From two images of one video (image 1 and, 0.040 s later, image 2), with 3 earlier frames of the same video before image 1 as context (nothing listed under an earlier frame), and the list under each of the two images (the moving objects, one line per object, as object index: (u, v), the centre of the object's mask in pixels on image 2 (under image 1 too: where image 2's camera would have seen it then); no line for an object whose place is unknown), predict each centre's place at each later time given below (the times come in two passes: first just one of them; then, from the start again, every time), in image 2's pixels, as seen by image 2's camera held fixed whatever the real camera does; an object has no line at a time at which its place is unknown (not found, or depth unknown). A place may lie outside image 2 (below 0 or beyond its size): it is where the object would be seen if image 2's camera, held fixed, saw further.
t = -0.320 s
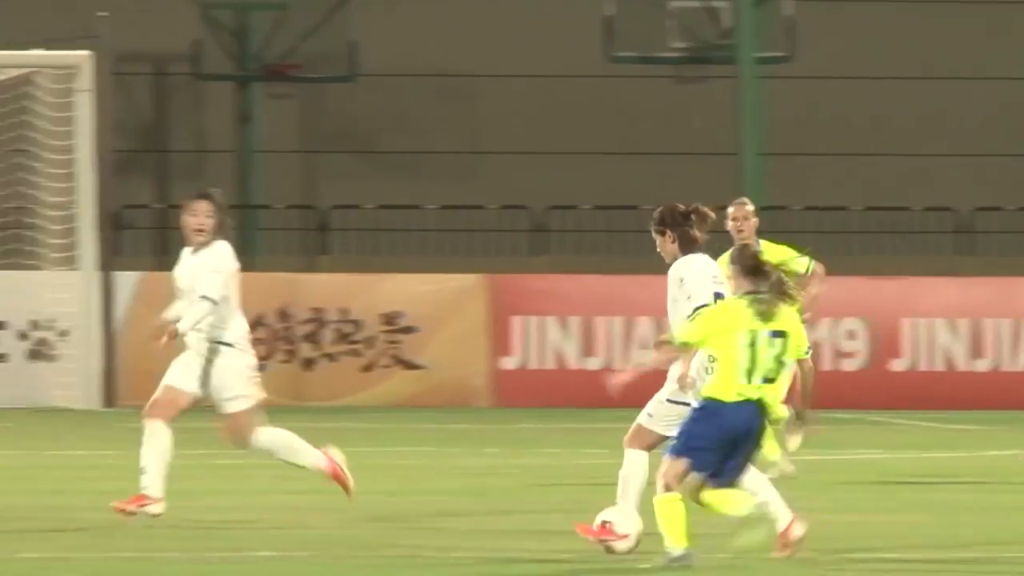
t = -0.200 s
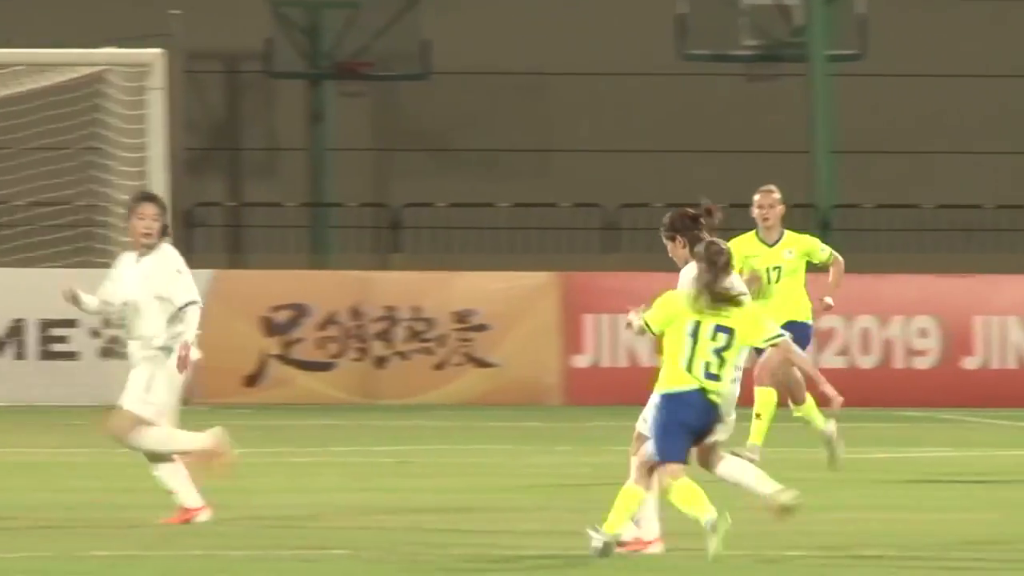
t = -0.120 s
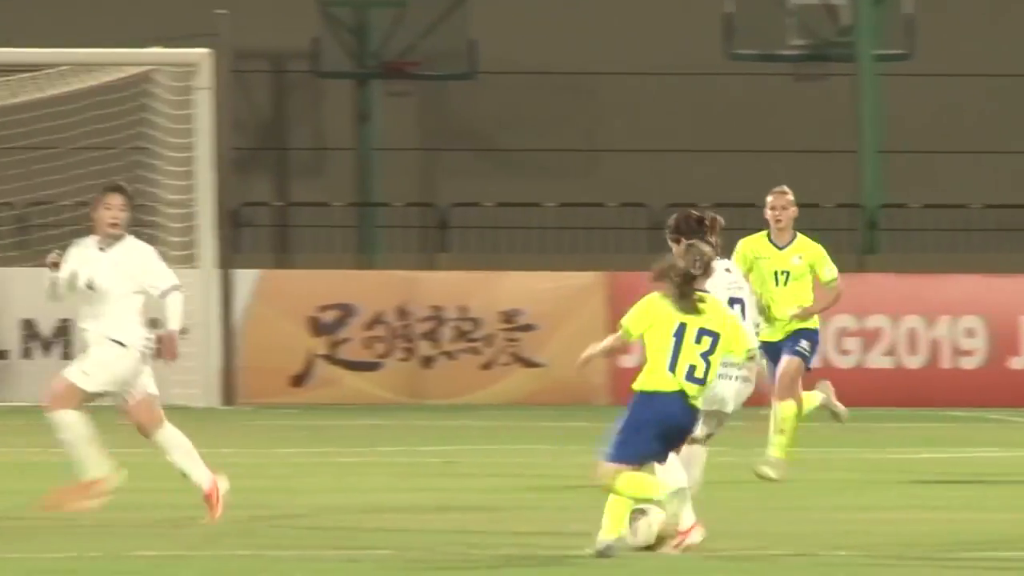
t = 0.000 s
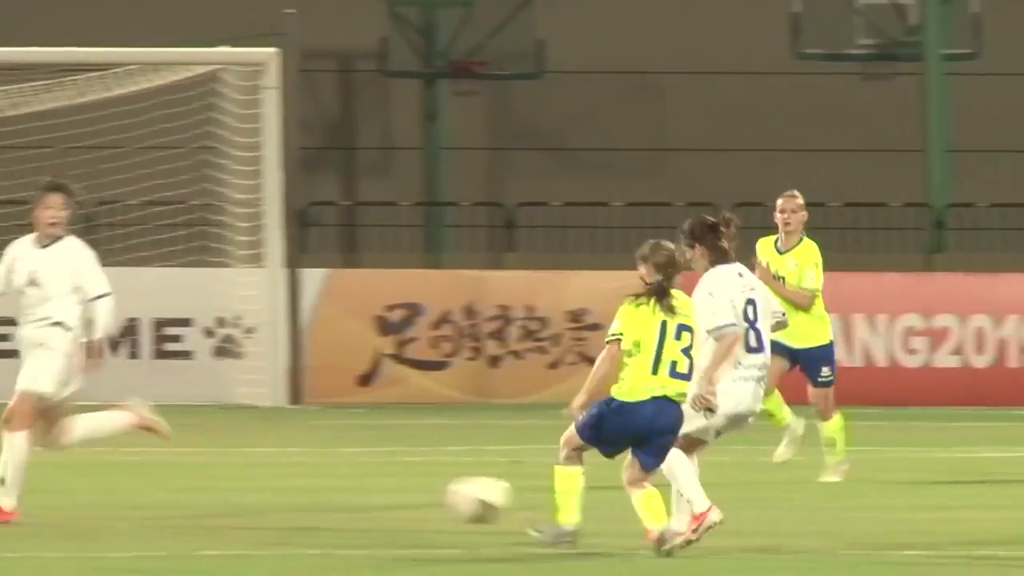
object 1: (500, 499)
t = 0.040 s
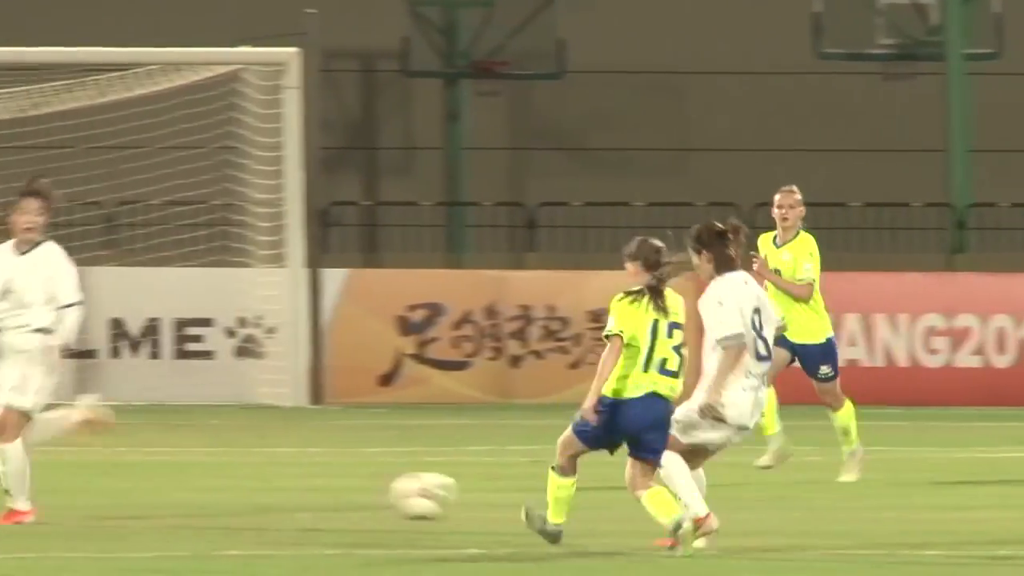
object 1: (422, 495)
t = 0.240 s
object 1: (57, 512)
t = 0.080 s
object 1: (347, 495)
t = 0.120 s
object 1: (270, 498)
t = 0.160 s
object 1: (195, 508)
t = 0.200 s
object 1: (121, 518)
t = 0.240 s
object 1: (57, 512)
